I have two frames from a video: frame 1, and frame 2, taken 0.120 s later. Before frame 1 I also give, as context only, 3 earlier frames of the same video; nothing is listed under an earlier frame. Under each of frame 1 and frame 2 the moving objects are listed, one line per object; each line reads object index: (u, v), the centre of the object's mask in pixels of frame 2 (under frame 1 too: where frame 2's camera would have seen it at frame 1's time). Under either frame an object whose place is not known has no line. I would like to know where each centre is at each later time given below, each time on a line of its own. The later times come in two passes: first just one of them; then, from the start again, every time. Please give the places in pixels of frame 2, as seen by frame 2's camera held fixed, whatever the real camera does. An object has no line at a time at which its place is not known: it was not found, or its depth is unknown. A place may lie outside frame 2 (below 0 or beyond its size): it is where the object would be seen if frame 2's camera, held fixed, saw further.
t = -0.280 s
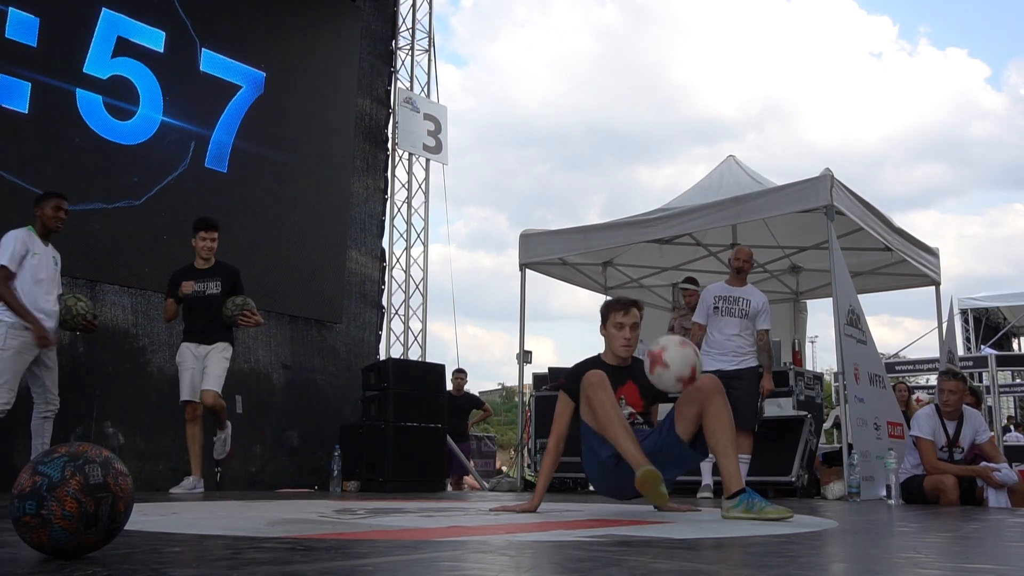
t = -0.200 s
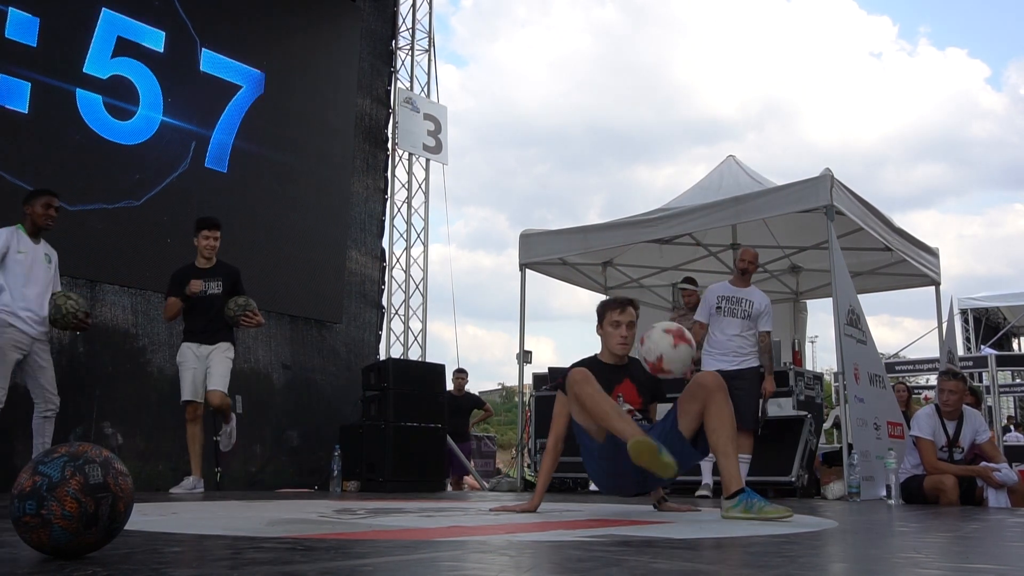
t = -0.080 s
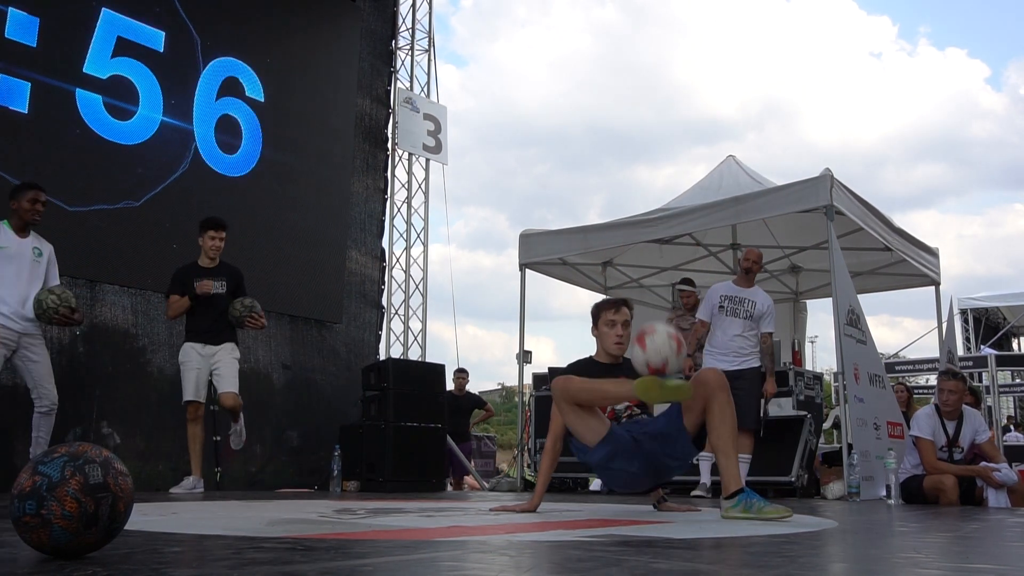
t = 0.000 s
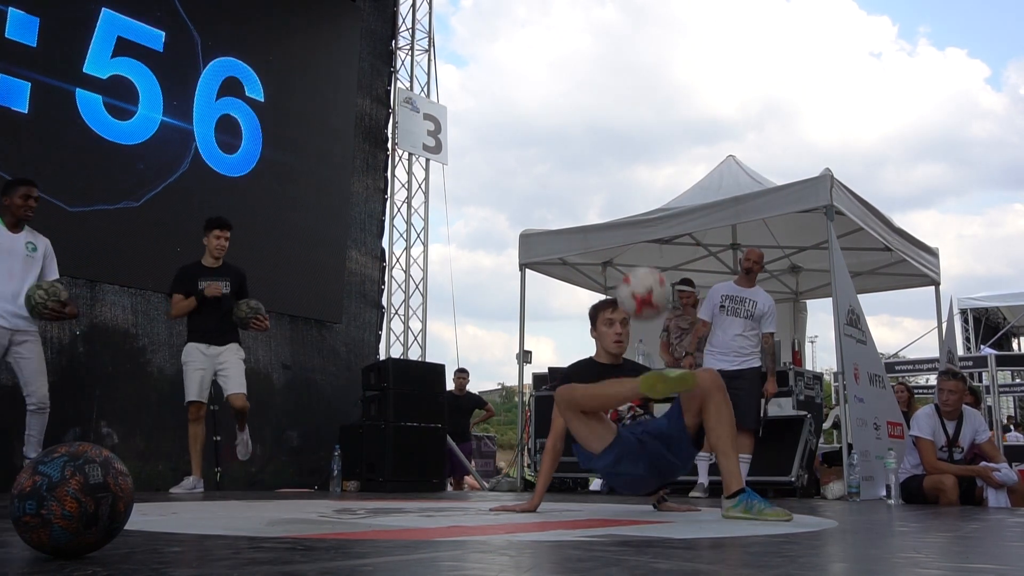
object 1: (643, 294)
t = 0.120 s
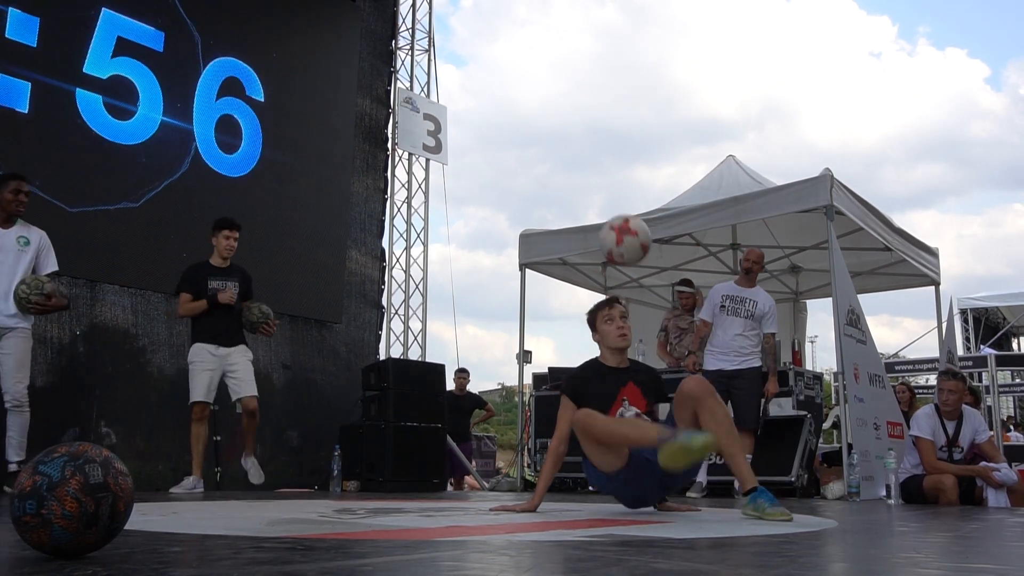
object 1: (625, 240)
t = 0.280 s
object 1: (601, 222)
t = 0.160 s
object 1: (619, 230)
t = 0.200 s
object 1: (613, 224)
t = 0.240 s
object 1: (607, 221)
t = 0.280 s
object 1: (601, 222)
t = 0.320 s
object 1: (596, 226)
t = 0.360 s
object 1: (590, 234)
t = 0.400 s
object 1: (585, 246)
